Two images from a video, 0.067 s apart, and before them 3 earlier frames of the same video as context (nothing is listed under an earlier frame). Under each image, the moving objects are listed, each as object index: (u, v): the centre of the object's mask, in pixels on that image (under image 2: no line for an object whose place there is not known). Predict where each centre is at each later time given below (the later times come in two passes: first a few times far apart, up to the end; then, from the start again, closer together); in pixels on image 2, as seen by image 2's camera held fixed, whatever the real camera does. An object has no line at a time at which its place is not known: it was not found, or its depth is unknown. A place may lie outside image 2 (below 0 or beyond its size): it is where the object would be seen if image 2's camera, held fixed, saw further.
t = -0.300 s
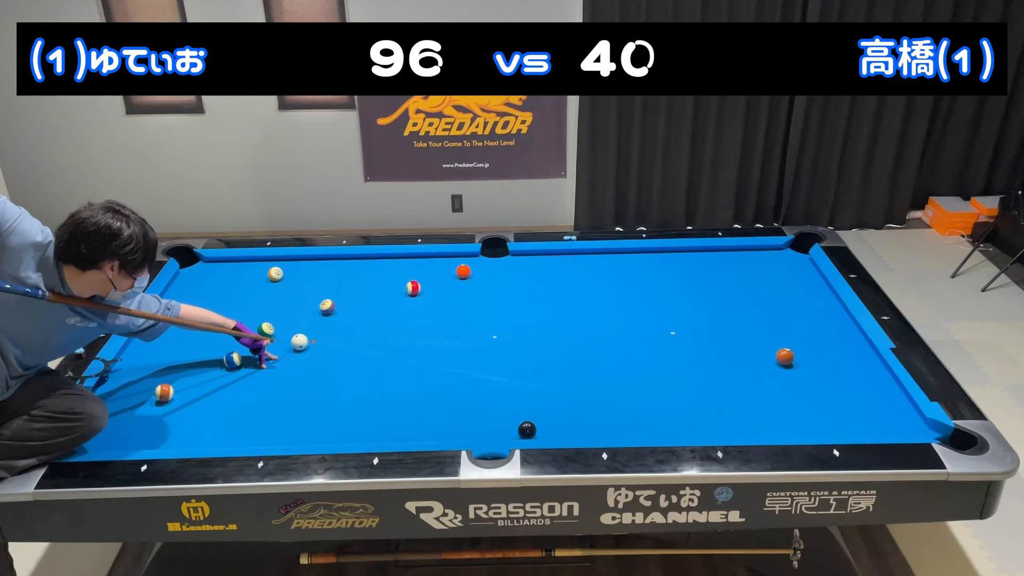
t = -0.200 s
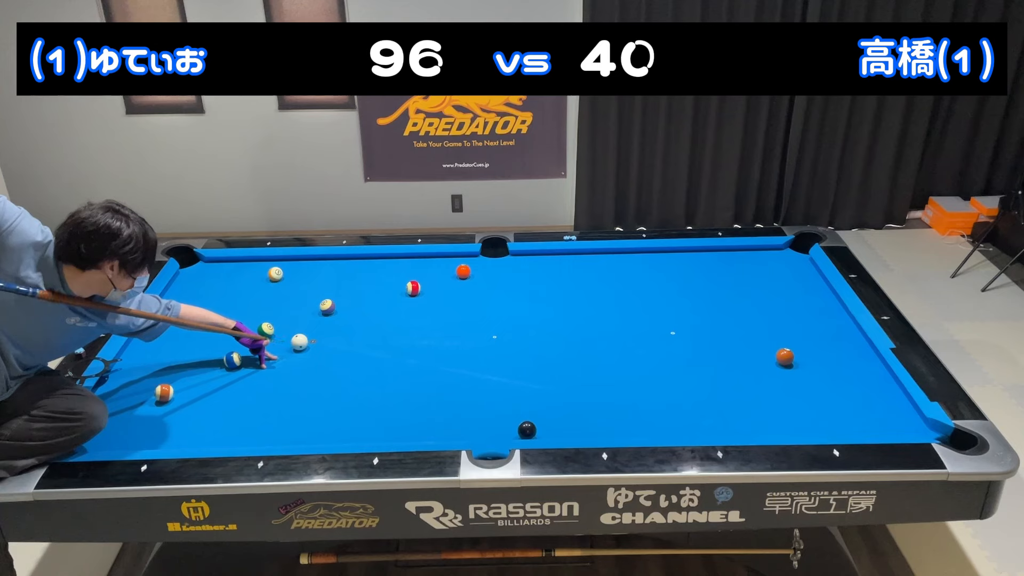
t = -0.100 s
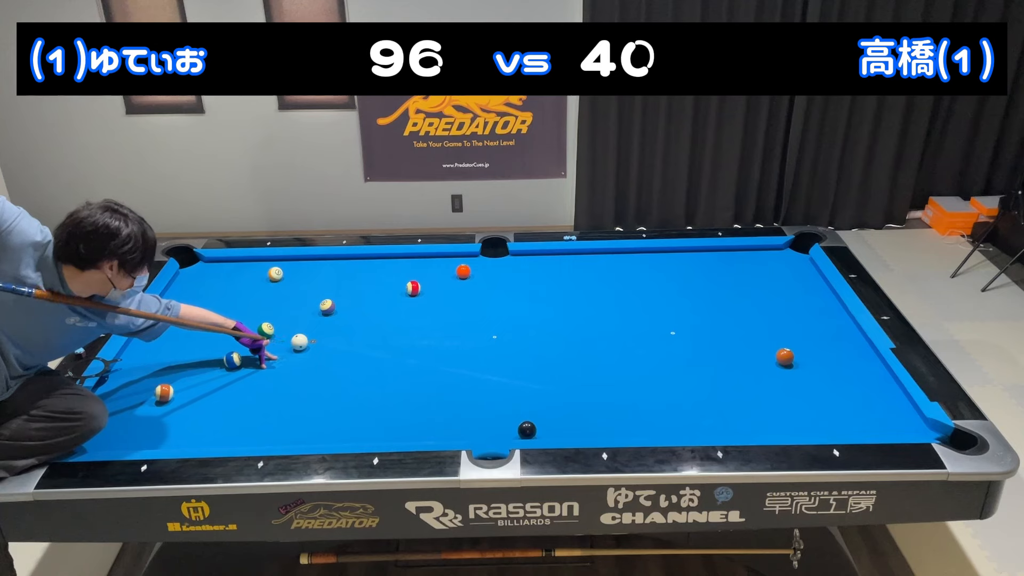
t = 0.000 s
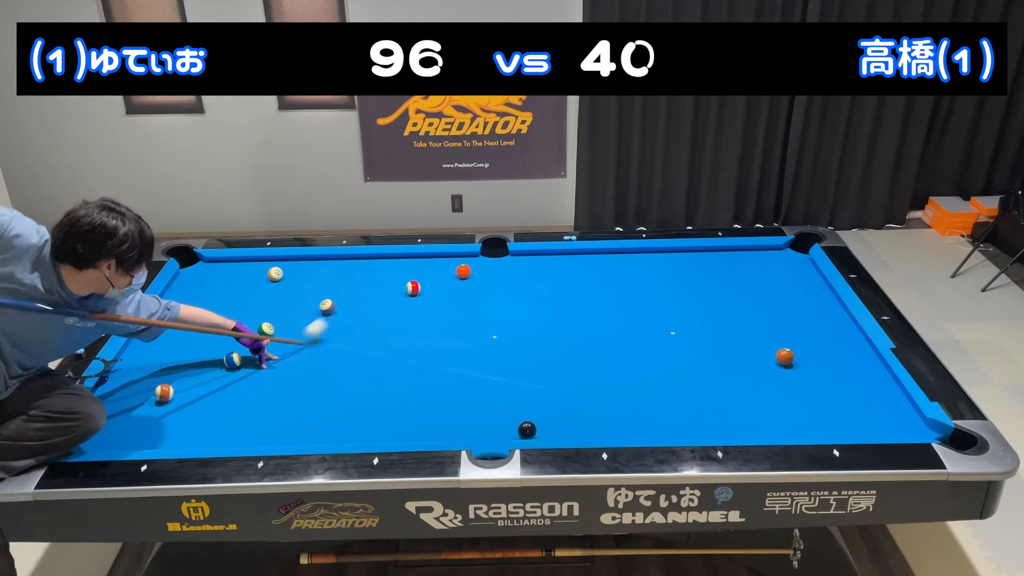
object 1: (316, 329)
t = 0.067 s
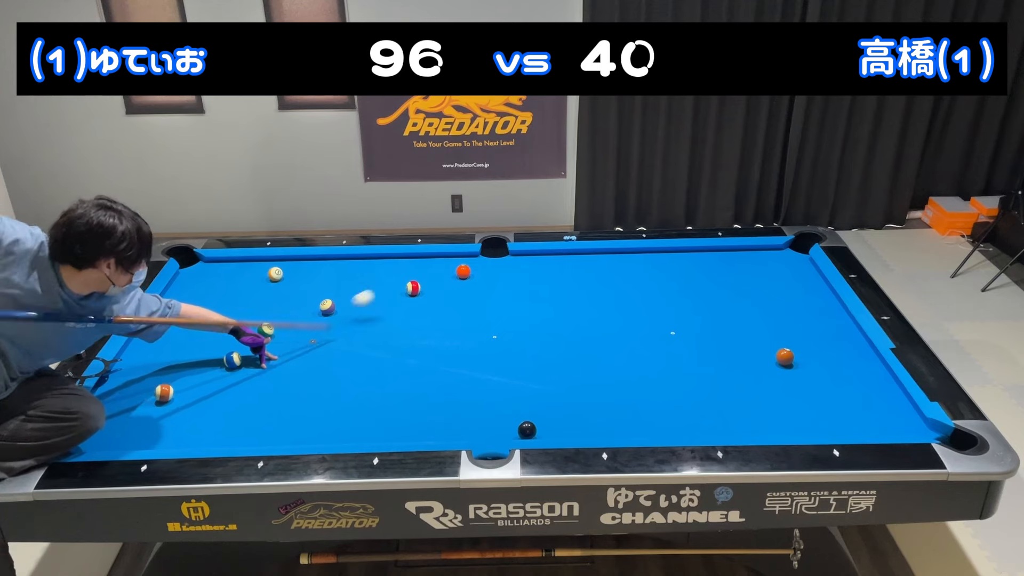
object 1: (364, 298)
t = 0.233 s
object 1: (458, 277)
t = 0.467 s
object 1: (471, 288)
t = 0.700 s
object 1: (482, 298)
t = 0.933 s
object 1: (493, 308)
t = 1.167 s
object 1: (504, 318)
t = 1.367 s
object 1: (514, 326)
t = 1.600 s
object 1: (524, 336)
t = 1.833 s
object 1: (535, 345)
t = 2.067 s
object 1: (545, 354)
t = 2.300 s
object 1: (555, 364)
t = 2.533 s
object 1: (565, 373)
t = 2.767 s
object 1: (574, 381)
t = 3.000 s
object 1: (583, 389)
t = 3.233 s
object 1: (591, 397)
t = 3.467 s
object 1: (599, 404)
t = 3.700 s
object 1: (607, 411)
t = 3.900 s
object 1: (613, 416)
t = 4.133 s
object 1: (619, 422)
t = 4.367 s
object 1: (625, 427)
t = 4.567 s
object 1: (630, 427)
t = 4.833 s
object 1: (632, 431)
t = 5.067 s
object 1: (632, 430)
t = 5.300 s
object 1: (632, 430)
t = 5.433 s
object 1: (632, 429)
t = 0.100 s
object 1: (386, 288)
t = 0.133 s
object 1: (408, 280)
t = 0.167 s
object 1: (431, 275)
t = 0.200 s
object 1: (451, 275)
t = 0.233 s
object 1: (458, 277)
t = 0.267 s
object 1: (460, 278)
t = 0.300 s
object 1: (463, 281)
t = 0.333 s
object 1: (464, 282)
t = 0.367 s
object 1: (466, 284)
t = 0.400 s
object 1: (467, 285)
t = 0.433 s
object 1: (469, 286)
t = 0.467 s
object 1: (471, 288)
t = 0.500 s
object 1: (472, 290)
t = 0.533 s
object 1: (474, 291)
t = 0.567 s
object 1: (475, 292)
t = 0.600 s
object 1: (477, 294)
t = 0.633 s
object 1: (479, 295)
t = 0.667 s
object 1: (480, 296)
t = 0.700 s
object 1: (482, 298)
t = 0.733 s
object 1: (484, 299)
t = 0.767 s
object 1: (485, 301)
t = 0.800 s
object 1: (487, 302)
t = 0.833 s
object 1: (488, 303)
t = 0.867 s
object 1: (490, 305)
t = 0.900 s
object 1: (492, 306)
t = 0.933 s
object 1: (493, 308)
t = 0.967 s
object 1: (495, 309)
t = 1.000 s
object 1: (496, 311)
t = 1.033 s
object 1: (498, 312)
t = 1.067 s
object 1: (500, 313)
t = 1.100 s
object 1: (501, 315)
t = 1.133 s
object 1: (503, 316)
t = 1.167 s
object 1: (504, 318)
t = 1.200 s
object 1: (506, 319)
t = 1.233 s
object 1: (507, 320)
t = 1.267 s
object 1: (509, 322)
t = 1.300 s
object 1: (510, 323)
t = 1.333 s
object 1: (512, 325)
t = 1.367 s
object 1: (514, 326)
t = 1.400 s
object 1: (515, 327)
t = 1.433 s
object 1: (517, 329)
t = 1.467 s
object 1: (518, 330)
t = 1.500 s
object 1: (520, 332)
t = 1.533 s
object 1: (521, 333)
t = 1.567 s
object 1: (523, 334)
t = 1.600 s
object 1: (524, 336)
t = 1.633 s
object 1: (526, 337)
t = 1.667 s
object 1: (527, 339)
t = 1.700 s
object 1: (529, 340)
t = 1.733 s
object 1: (530, 341)
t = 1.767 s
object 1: (532, 342)
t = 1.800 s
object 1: (533, 344)
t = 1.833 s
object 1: (535, 345)
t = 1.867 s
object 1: (536, 347)
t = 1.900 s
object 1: (538, 348)
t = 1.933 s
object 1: (539, 349)
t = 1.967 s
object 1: (541, 351)
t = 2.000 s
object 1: (542, 352)
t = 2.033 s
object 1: (544, 353)
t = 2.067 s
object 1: (545, 354)
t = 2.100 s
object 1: (546, 356)
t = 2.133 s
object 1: (548, 357)
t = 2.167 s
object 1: (549, 359)
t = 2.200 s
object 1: (551, 360)
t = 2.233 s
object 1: (552, 361)
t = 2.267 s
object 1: (554, 362)
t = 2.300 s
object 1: (555, 364)
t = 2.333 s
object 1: (556, 365)
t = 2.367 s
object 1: (558, 366)
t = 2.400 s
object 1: (559, 367)
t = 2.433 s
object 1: (561, 369)
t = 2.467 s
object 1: (562, 370)
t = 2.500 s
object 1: (563, 372)
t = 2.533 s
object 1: (565, 373)
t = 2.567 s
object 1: (566, 374)
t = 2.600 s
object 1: (567, 375)
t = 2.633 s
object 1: (569, 376)
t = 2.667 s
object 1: (570, 378)
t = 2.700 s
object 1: (571, 379)
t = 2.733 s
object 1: (573, 380)
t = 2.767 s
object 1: (574, 381)
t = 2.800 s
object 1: (575, 382)
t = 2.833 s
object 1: (577, 384)
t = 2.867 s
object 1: (578, 385)
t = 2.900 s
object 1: (579, 386)
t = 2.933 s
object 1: (581, 387)
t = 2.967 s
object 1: (582, 388)
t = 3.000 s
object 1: (583, 389)
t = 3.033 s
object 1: (584, 390)
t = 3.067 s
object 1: (585, 391)
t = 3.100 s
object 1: (587, 392)
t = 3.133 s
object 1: (588, 394)
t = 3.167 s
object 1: (589, 395)
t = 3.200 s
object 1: (590, 396)
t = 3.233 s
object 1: (591, 397)
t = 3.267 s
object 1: (593, 398)
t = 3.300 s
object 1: (594, 399)
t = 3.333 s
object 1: (595, 400)
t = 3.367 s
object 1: (596, 401)
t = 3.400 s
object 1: (597, 402)
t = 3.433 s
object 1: (598, 403)
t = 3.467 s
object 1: (599, 404)
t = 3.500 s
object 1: (601, 405)
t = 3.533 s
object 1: (602, 406)
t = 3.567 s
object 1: (603, 407)
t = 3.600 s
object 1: (604, 408)
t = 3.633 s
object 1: (605, 409)
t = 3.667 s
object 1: (606, 410)
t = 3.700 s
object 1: (607, 411)
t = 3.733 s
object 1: (608, 412)
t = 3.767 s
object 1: (609, 413)
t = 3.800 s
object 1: (610, 414)
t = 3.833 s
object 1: (611, 415)
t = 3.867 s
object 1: (612, 415)
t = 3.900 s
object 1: (613, 416)
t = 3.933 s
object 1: (614, 417)
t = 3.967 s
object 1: (615, 418)
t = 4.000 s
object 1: (616, 419)
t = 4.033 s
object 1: (617, 419)
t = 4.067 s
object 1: (618, 421)
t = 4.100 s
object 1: (618, 421)
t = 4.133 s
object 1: (619, 422)
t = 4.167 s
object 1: (620, 423)
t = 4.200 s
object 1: (621, 424)
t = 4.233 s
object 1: (622, 424)
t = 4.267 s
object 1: (622, 425)
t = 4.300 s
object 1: (623, 426)
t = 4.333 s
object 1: (624, 426)
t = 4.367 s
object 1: (625, 427)
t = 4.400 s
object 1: (625, 428)
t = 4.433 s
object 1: (626, 428)
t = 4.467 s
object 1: (627, 428)
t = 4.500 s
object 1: (627, 429)
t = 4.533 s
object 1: (628, 429)
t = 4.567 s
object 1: (630, 427)
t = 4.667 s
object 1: (628, 429)
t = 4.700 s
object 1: (631, 431)
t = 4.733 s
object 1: (631, 431)
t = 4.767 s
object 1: (631, 431)
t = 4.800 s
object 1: (631, 431)
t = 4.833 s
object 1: (632, 431)
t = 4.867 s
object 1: (632, 431)
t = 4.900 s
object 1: (632, 431)
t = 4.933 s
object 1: (632, 431)
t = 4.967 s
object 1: (632, 430)
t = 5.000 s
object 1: (632, 430)
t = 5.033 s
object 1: (632, 430)
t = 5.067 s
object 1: (632, 430)
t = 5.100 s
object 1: (632, 430)
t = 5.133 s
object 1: (632, 430)
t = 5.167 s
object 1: (632, 430)
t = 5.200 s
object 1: (632, 430)
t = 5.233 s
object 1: (632, 430)
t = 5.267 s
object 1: (632, 429)
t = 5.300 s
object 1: (632, 430)
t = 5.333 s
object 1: (632, 429)
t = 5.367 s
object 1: (632, 429)
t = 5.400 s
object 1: (632, 429)
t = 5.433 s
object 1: (632, 429)
